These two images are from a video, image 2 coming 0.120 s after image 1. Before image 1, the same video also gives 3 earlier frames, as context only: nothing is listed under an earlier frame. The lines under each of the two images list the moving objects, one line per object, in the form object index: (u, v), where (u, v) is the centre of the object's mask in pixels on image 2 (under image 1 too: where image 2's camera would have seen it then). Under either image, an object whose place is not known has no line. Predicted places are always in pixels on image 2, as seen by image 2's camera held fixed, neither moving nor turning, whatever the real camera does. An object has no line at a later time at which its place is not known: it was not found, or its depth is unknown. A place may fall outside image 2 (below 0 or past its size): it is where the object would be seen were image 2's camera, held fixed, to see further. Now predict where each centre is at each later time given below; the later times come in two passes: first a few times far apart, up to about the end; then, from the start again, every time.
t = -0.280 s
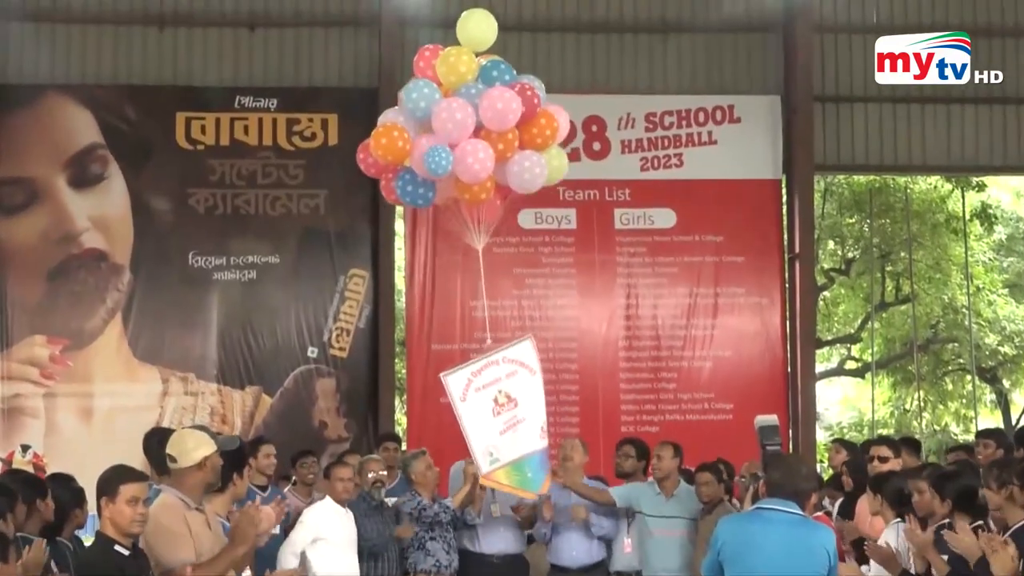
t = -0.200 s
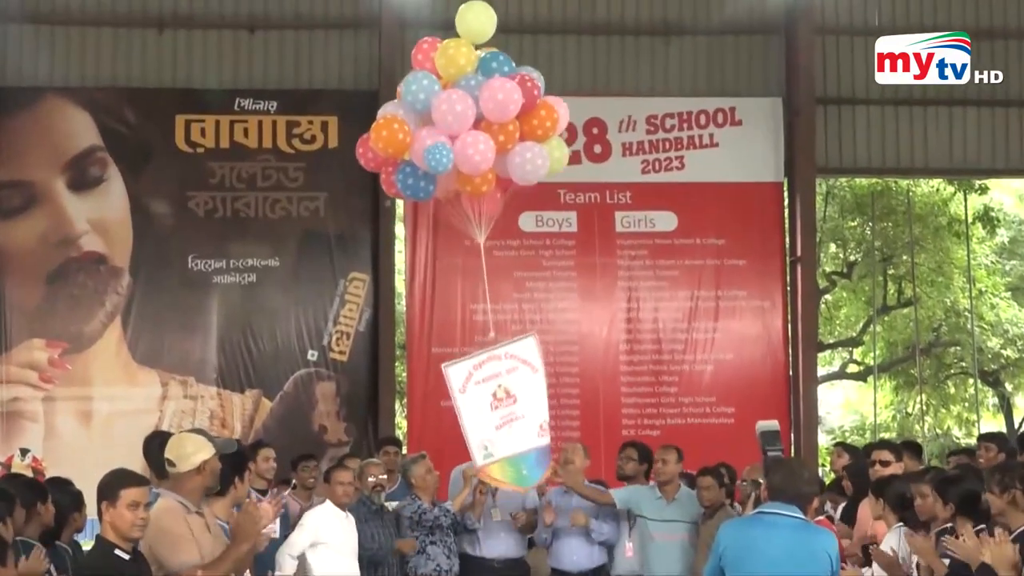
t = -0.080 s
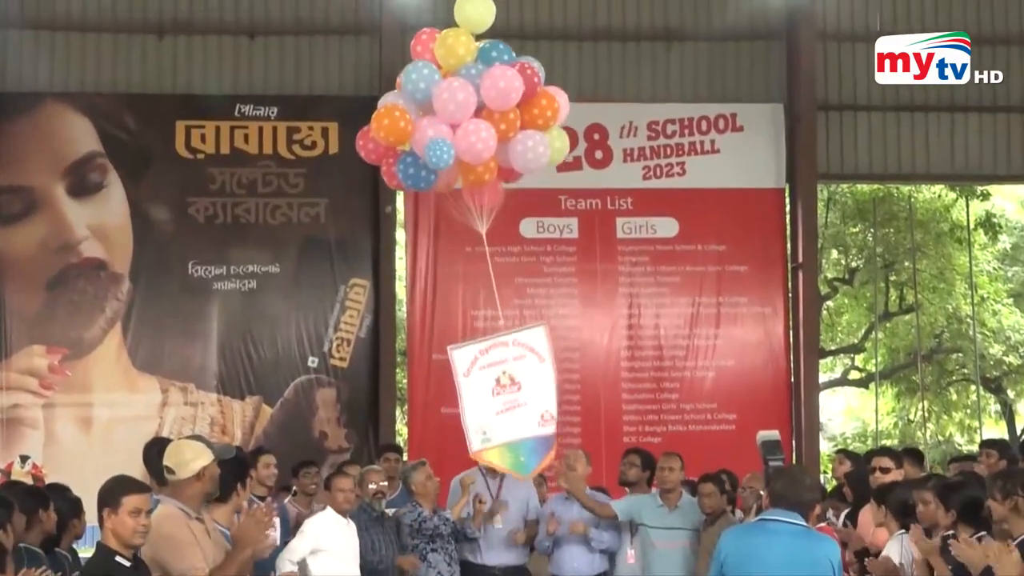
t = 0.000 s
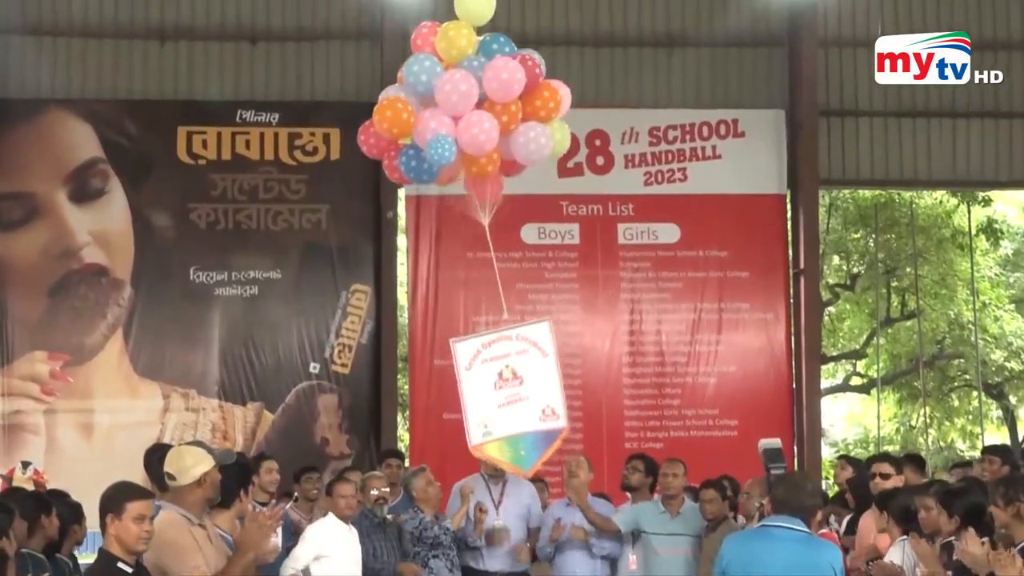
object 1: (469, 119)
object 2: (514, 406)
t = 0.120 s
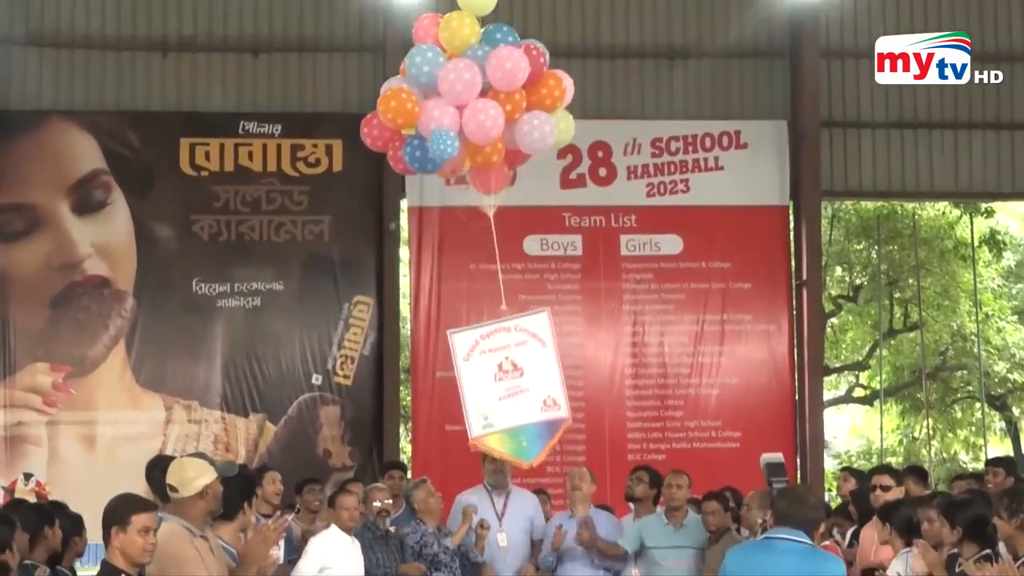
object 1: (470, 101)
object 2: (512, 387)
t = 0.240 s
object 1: (471, 79)
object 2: (507, 364)
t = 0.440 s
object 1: (474, 35)
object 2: (496, 321)
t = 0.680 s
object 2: (483, 264)
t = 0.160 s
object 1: (470, 93)
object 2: (510, 379)
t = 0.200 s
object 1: (470, 86)
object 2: (509, 372)
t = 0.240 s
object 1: (471, 79)
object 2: (507, 364)
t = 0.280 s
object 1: (471, 70)
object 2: (505, 356)
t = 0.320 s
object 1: (472, 62)
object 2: (503, 348)
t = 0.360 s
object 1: (472, 53)
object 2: (500, 339)
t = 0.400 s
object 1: (473, 44)
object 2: (498, 330)
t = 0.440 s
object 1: (474, 35)
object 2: (496, 321)
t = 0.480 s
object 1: (475, 25)
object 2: (494, 312)
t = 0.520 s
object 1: (475, 14)
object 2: (492, 303)
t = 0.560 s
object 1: (469, 0)
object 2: (490, 293)
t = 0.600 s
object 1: (471, -8)
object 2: (487, 284)
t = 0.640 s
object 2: (485, 274)
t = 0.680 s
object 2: (483, 264)
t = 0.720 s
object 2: (481, 255)
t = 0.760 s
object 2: (479, 244)
